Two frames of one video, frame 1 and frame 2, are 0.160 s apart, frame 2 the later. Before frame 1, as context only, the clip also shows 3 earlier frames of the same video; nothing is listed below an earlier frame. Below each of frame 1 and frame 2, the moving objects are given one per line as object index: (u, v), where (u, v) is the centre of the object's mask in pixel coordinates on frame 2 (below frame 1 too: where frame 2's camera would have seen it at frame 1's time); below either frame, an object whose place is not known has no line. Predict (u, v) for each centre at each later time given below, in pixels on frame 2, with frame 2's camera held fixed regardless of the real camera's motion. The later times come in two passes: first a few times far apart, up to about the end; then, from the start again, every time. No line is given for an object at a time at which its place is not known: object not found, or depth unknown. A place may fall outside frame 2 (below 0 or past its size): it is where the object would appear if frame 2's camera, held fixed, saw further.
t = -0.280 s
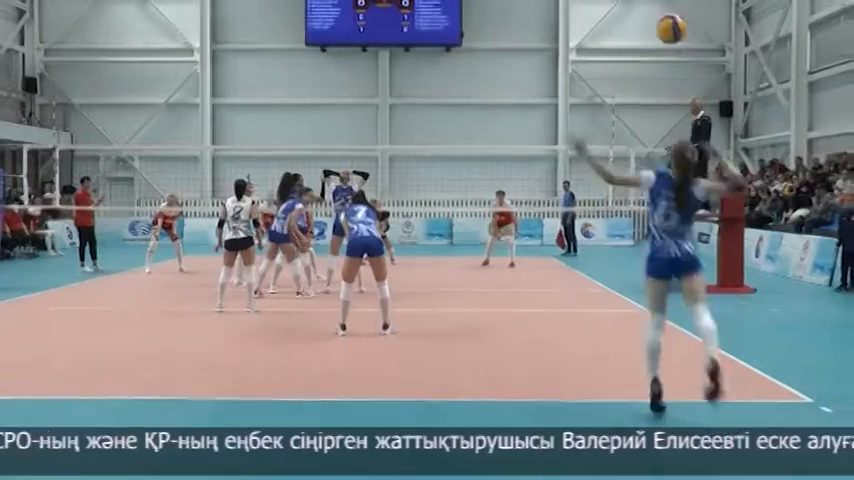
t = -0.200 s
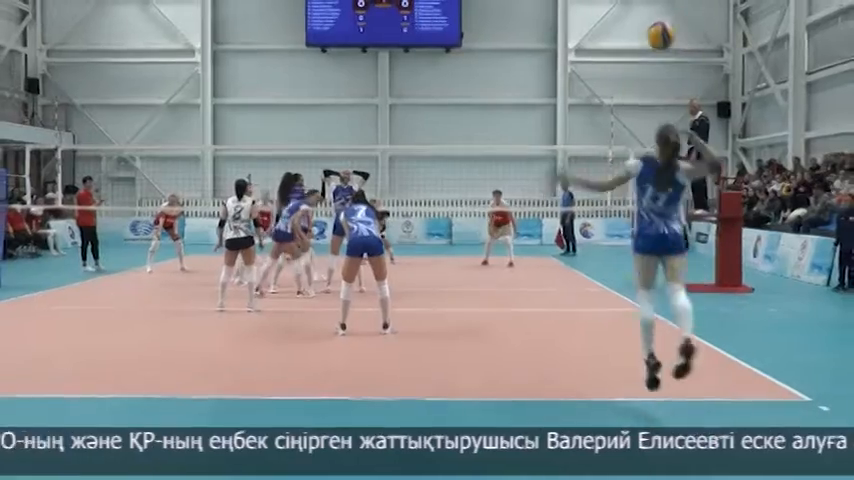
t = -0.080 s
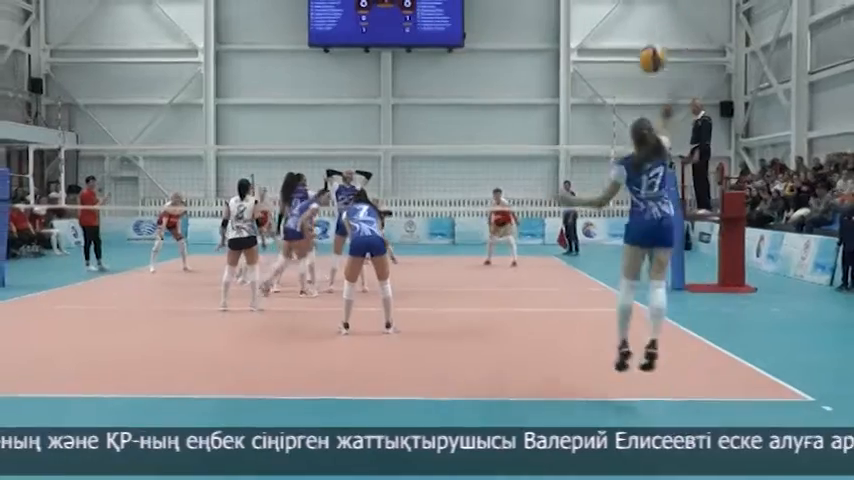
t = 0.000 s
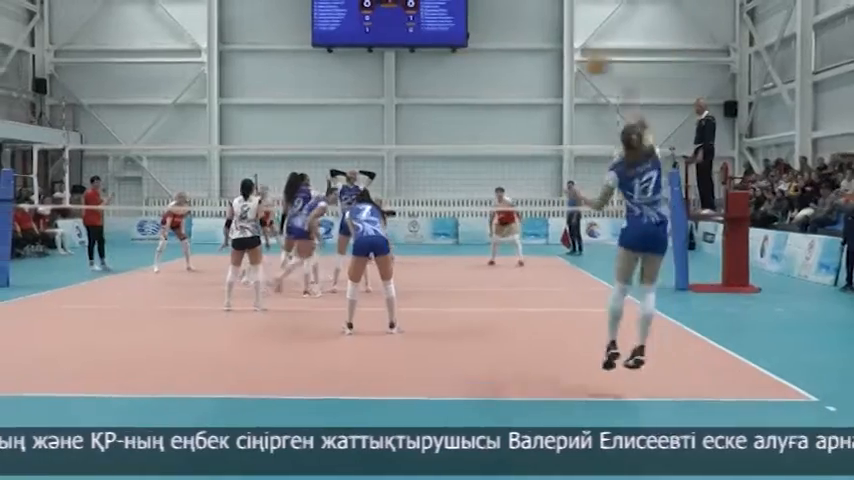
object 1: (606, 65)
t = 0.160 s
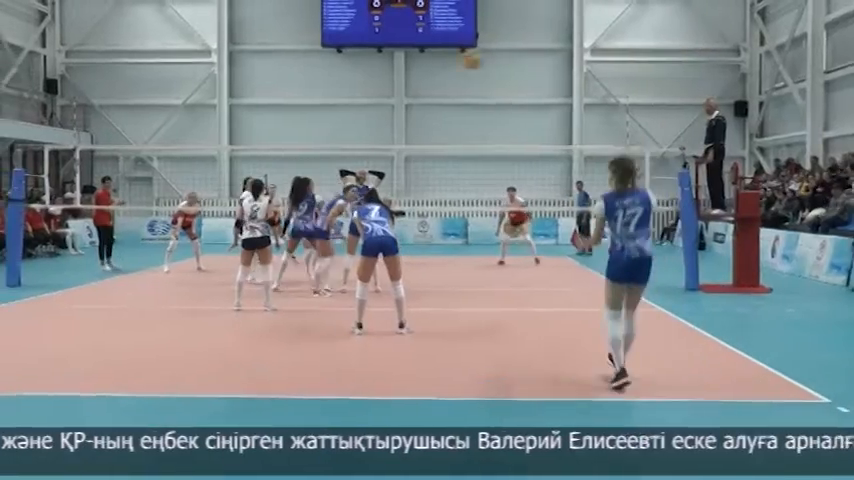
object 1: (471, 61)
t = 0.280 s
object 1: (408, 73)
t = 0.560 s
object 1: (313, 127)
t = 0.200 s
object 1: (447, 63)
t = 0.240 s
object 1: (428, 67)
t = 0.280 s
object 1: (408, 73)
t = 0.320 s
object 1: (391, 78)
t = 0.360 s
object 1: (375, 86)
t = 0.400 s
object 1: (361, 93)
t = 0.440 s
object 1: (347, 101)
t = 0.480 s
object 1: (335, 110)
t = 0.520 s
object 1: (323, 117)
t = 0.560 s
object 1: (313, 127)
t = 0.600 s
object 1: (303, 137)
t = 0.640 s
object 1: (293, 144)
